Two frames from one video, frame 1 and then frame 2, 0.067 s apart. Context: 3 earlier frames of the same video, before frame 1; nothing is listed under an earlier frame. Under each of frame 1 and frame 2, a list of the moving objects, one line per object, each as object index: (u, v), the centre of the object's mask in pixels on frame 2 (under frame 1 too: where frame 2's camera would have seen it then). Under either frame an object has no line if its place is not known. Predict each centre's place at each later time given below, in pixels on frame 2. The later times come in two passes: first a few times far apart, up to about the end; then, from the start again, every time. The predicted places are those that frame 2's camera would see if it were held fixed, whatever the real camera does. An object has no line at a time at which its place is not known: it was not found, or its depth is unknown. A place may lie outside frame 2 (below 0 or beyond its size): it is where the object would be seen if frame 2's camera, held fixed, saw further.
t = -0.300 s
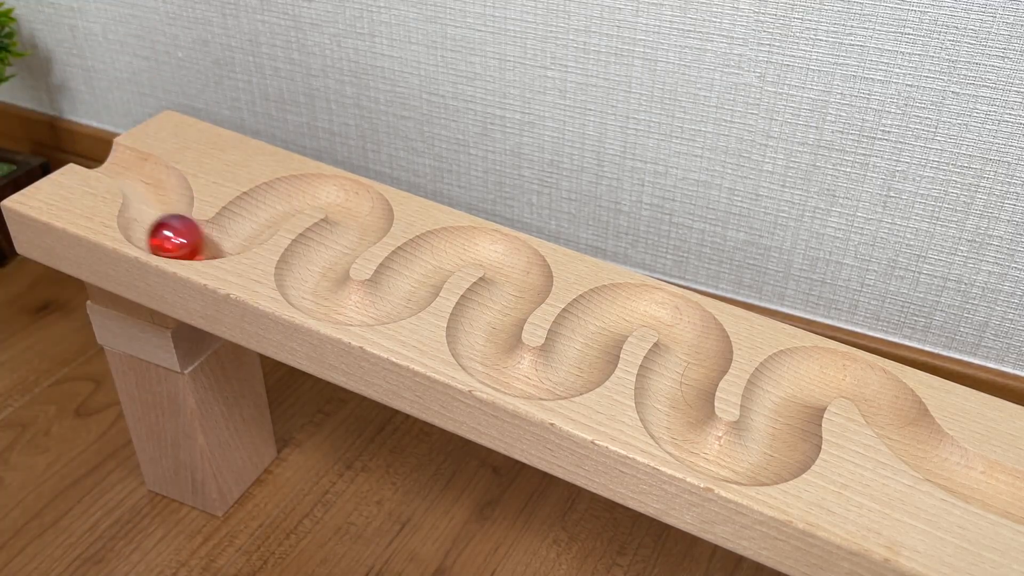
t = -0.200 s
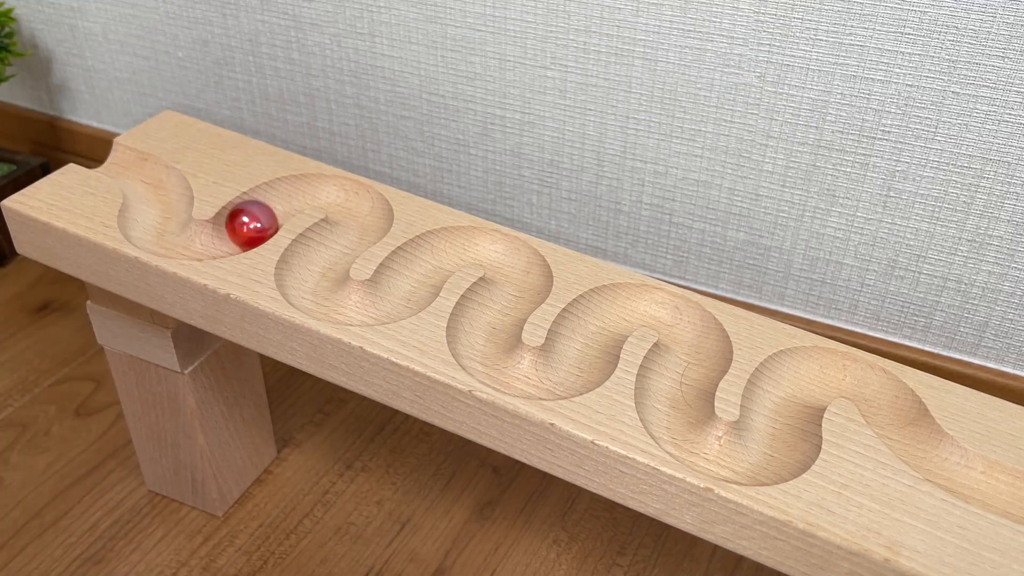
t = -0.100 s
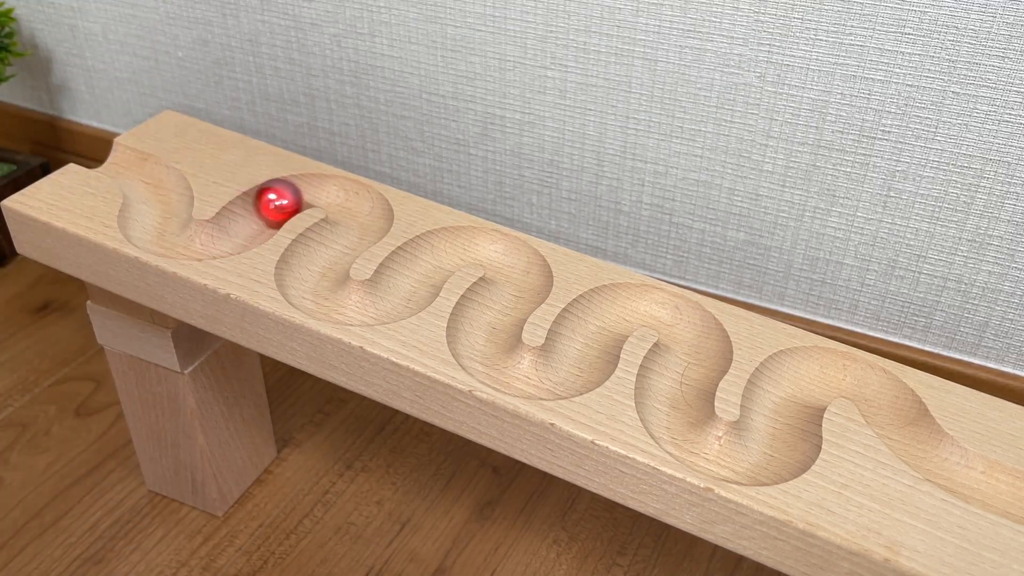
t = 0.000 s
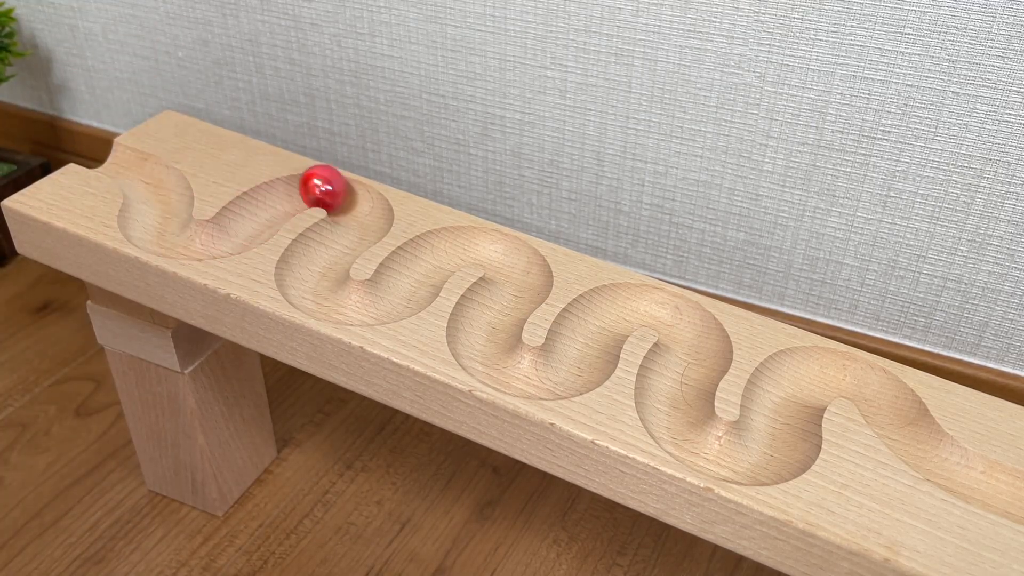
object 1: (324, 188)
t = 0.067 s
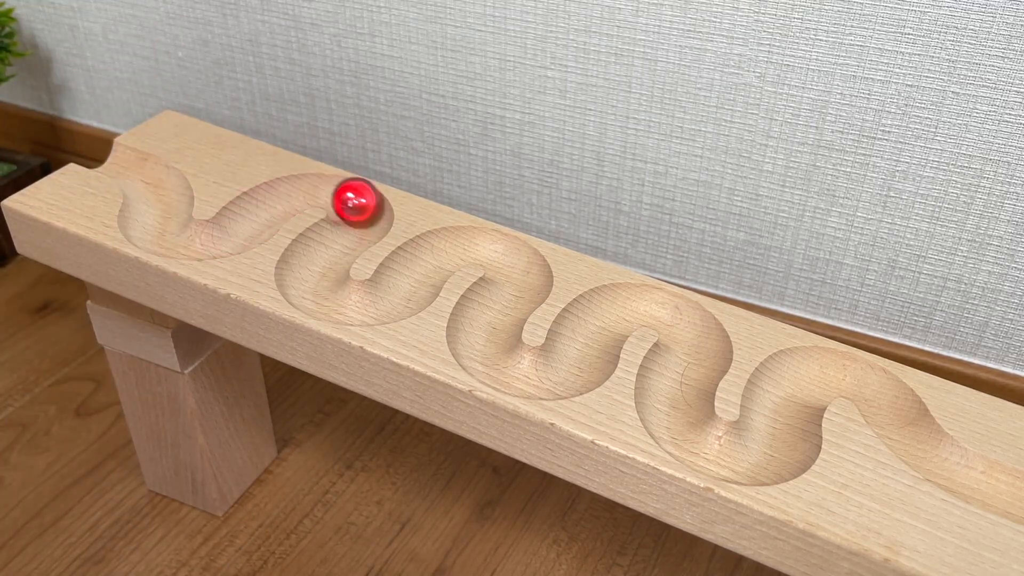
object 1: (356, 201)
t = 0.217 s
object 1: (332, 247)
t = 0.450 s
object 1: (392, 299)
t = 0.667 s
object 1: (478, 242)
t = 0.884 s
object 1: (488, 315)
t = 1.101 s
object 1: (579, 367)
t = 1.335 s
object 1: (672, 312)
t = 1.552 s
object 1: (675, 413)
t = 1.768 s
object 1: (783, 420)
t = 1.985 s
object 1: (879, 392)
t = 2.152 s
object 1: (951, 459)
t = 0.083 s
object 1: (364, 205)
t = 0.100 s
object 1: (367, 210)
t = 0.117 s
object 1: (367, 216)
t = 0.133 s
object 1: (363, 222)
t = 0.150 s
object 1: (359, 227)
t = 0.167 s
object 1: (354, 232)
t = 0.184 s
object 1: (348, 237)
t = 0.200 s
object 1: (341, 242)
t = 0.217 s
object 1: (332, 247)
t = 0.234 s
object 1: (322, 250)
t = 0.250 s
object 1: (315, 254)
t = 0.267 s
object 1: (311, 260)
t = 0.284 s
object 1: (311, 267)
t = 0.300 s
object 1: (313, 274)
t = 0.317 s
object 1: (314, 281)
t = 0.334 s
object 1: (315, 288)
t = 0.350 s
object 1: (319, 294)
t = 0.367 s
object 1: (326, 298)
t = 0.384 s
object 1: (337, 301)
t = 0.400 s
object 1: (350, 304)
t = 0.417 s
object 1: (365, 304)
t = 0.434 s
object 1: (379, 303)
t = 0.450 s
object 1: (392, 299)
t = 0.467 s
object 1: (403, 294)
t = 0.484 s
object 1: (410, 289)
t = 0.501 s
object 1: (413, 284)
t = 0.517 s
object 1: (413, 277)
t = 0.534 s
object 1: (414, 270)
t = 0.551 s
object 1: (417, 262)
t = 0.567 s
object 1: (422, 258)
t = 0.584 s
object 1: (431, 256)
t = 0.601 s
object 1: (440, 253)
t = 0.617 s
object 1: (449, 250)
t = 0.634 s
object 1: (458, 247)
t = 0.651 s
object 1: (468, 244)
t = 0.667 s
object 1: (478, 242)
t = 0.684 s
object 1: (487, 243)
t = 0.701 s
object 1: (496, 248)
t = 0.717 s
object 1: (503, 254)
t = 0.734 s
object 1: (511, 260)
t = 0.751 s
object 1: (521, 266)
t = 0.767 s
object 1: (526, 271)
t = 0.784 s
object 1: (526, 278)
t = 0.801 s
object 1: (522, 285)
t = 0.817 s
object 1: (516, 292)
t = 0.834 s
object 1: (510, 298)
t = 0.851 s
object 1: (503, 304)
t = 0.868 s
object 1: (496, 310)
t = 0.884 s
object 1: (488, 315)
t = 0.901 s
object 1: (483, 320)
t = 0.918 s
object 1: (480, 327)
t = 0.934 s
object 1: (481, 336)
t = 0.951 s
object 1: (483, 345)
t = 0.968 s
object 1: (487, 354)
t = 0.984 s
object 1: (493, 360)
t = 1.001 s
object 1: (502, 366)
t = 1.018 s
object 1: (513, 371)
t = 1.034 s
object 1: (527, 375)
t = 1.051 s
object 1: (541, 376)
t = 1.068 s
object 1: (556, 375)
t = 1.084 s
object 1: (569, 372)
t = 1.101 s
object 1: (579, 367)
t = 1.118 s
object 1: (585, 361)
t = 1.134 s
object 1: (587, 353)
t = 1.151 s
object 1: (587, 344)
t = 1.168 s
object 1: (587, 335)
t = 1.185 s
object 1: (588, 327)
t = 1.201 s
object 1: (592, 320)
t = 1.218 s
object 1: (599, 316)
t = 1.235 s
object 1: (608, 314)
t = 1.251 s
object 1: (618, 310)
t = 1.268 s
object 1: (629, 307)
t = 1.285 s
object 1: (639, 304)
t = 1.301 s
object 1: (651, 303)
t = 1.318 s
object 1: (662, 305)
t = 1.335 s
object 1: (672, 312)
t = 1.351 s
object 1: (681, 320)
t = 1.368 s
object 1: (691, 328)
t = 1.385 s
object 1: (701, 336)
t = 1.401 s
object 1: (704, 344)
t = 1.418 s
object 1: (703, 352)
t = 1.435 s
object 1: (696, 360)
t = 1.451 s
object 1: (689, 367)
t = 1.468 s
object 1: (681, 373)
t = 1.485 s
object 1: (674, 379)
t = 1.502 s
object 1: (670, 386)
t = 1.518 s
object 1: (669, 393)
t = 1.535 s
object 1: (671, 403)
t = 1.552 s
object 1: (675, 413)
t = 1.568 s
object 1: (679, 424)
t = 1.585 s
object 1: (685, 433)
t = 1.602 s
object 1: (694, 442)
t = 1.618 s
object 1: (705, 448)
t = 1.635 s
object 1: (719, 454)
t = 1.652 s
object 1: (732, 456)
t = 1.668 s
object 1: (748, 457)
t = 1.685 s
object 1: (763, 457)
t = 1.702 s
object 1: (775, 453)
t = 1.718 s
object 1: (783, 447)
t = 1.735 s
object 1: (786, 439)
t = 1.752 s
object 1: (785, 429)
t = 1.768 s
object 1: (783, 420)
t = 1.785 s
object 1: (781, 410)
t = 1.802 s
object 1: (779, 400)
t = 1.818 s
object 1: (782, 393)
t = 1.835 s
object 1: (787, 389)
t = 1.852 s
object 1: (795, 384)
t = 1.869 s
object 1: (804, 380)
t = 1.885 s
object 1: (813, 375)
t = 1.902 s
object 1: (822, 373)
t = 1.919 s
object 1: (833, 369)
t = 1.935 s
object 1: (845, 371)
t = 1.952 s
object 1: (857, 377)
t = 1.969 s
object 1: (868, 385)
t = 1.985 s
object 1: (879, 392)
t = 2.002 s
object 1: (890, 398)
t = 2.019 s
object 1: (898, 403)
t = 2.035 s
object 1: (903, 410)
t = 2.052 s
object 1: (905, 419)
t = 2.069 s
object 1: (906, 426)
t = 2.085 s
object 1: (911, 433)
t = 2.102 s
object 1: (918, 439)
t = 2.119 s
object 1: (927, 446)
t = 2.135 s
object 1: (938, 453)
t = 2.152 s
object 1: (951, 459)
